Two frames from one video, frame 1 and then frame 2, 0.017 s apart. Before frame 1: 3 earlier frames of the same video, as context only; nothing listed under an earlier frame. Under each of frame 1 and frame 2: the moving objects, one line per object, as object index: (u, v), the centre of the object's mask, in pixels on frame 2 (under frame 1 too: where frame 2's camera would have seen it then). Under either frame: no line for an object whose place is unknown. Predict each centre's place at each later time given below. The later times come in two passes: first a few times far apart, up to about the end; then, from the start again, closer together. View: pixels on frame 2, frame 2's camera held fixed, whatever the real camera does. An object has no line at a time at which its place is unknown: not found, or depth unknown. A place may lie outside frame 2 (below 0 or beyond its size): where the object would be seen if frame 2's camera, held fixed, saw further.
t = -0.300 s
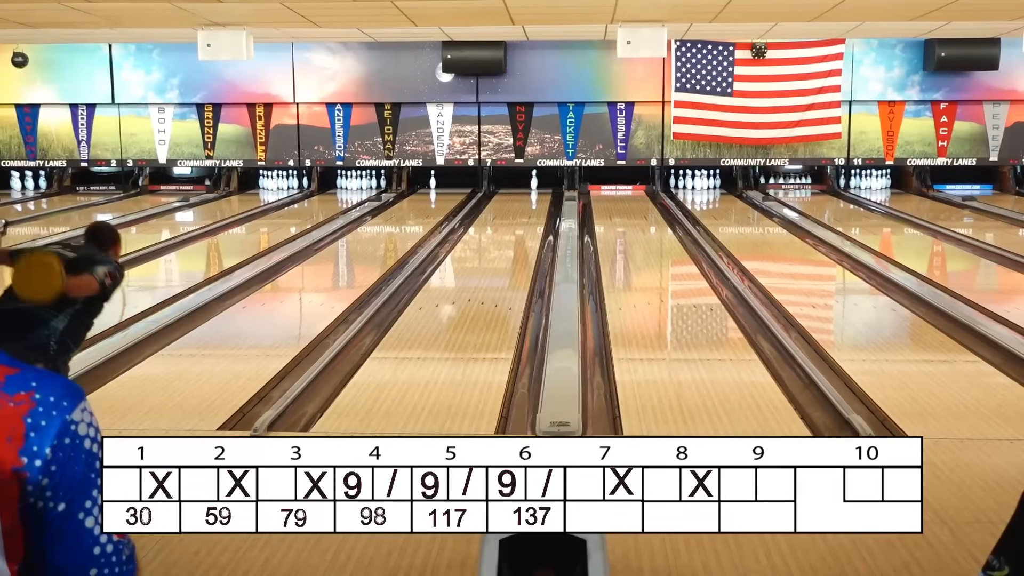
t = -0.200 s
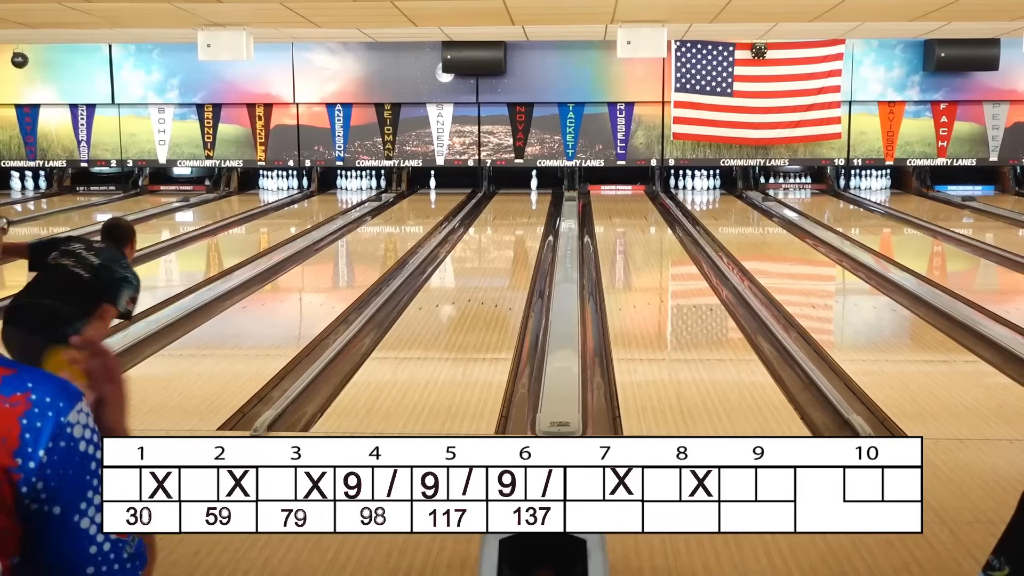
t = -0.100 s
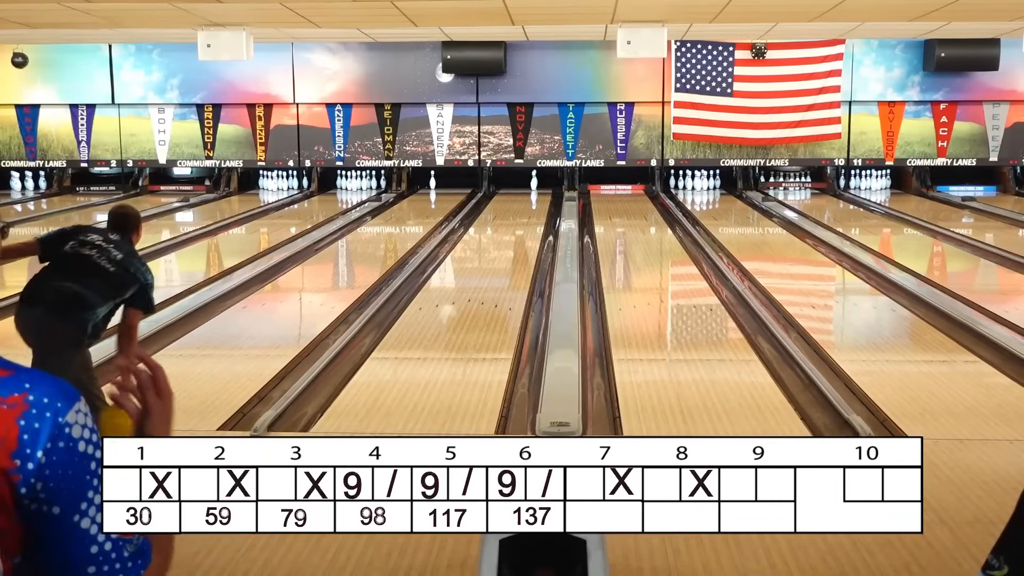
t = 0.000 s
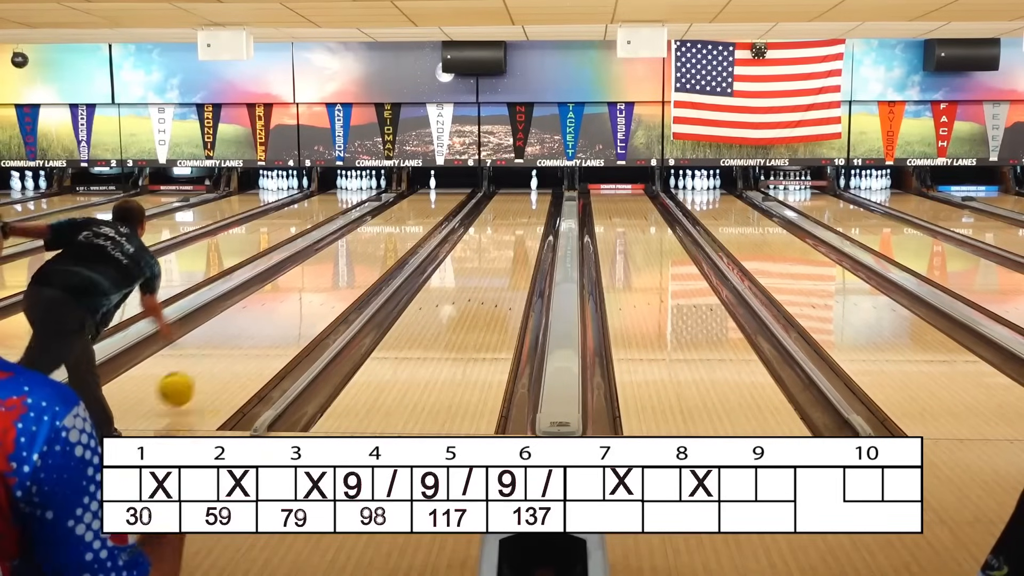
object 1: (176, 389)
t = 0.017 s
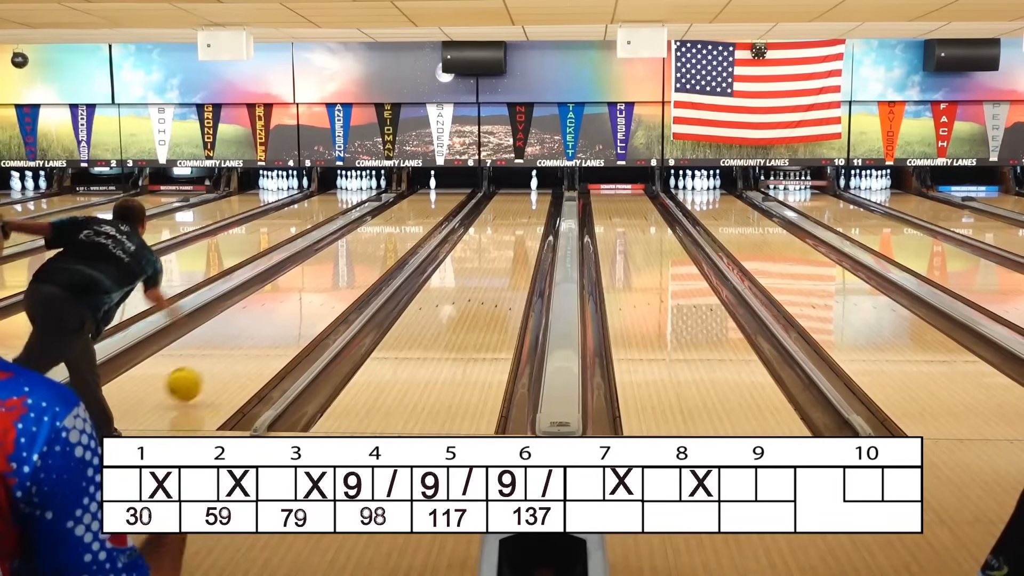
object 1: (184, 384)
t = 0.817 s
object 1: (366, 241)
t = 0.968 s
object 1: (381, 228)
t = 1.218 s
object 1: (401, 212)
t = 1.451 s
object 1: (416, 200)
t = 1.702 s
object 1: (427, 190)
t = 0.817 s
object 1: (366, 241)
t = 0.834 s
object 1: (368, 239)
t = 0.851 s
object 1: (370, 238)
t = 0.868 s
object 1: (371, 237)
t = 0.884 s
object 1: (373, 236)
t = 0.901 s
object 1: (375, 234)
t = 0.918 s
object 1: (377, 232)
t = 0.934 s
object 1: (378, 231)
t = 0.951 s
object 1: (380, 230)
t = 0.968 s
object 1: (381, 228)
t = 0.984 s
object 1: (383, 227)
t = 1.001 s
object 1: (384, 226)
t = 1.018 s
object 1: (386, 224)
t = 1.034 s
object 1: (387, 223)
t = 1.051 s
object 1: (389, 222)
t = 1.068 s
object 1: (390, 221)
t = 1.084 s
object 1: (391, 220)
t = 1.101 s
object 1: (393, 219)
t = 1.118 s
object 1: (394, 218)
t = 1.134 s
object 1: (395, 217)
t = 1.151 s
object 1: (396, 216)
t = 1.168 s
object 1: (398, 215)
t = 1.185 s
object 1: (399, 213)
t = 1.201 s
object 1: (400, 213)
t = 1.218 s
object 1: (401, 212)
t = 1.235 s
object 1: (402, 211)
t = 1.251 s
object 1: (404, 210)
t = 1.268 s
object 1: (404, 209)
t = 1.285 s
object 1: (406, 208)
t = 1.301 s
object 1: (407, 207)
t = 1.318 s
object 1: (408, 206)
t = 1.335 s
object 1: (409, 205)
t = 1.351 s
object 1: (410, 205)
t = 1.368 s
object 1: (411, 204)
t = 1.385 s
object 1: (412, 203)
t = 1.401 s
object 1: (413, 202)
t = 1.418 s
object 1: (414, 201)
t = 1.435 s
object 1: (415, 201)
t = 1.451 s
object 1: (416, 200)
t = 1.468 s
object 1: (417, 199)
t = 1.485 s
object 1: (418, 198)
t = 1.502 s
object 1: (418, 197)
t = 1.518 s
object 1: (419, 197)
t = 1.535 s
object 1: (420, 196)
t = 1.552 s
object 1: (421, 195)
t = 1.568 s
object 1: (421, 195)
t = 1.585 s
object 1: (422, 194)
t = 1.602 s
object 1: (423, 193)
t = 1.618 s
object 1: (424, 193)
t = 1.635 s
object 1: (425, 192)
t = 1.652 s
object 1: (425, 191)
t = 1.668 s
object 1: (426, 191)
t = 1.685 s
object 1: (426, 190)
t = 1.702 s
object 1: (427, 190)
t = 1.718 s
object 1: (428, 189)
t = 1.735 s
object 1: (429, 188)
